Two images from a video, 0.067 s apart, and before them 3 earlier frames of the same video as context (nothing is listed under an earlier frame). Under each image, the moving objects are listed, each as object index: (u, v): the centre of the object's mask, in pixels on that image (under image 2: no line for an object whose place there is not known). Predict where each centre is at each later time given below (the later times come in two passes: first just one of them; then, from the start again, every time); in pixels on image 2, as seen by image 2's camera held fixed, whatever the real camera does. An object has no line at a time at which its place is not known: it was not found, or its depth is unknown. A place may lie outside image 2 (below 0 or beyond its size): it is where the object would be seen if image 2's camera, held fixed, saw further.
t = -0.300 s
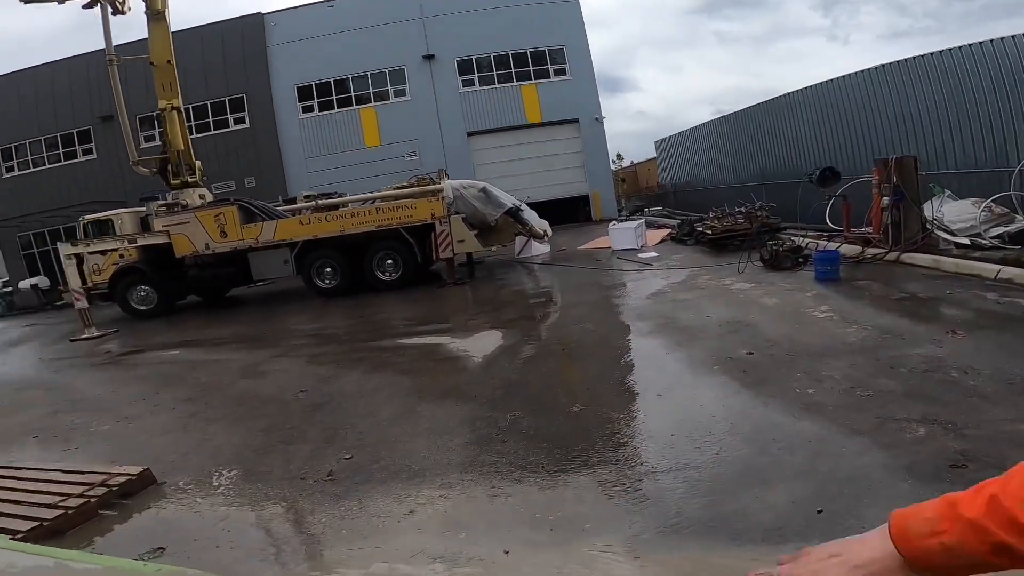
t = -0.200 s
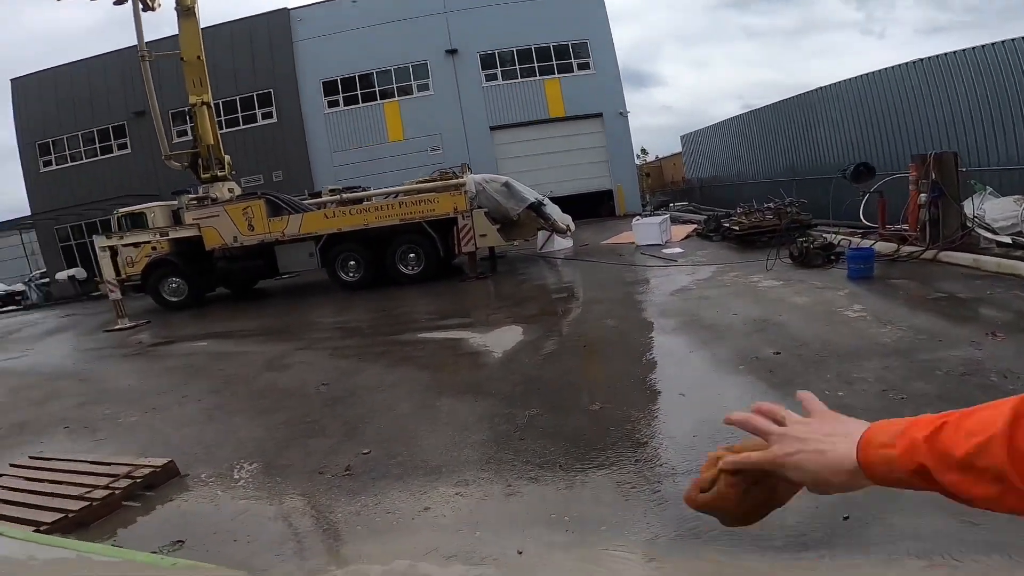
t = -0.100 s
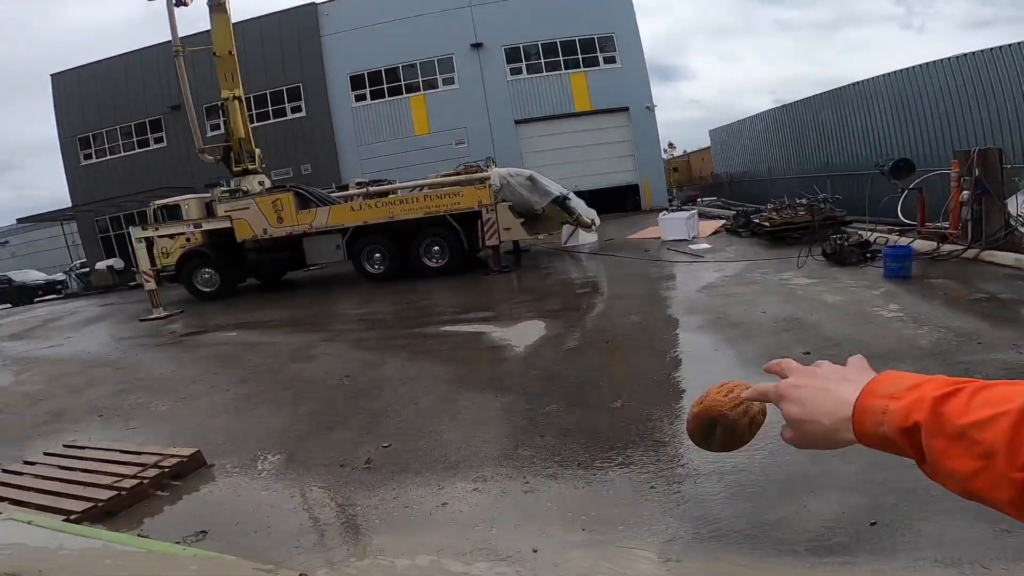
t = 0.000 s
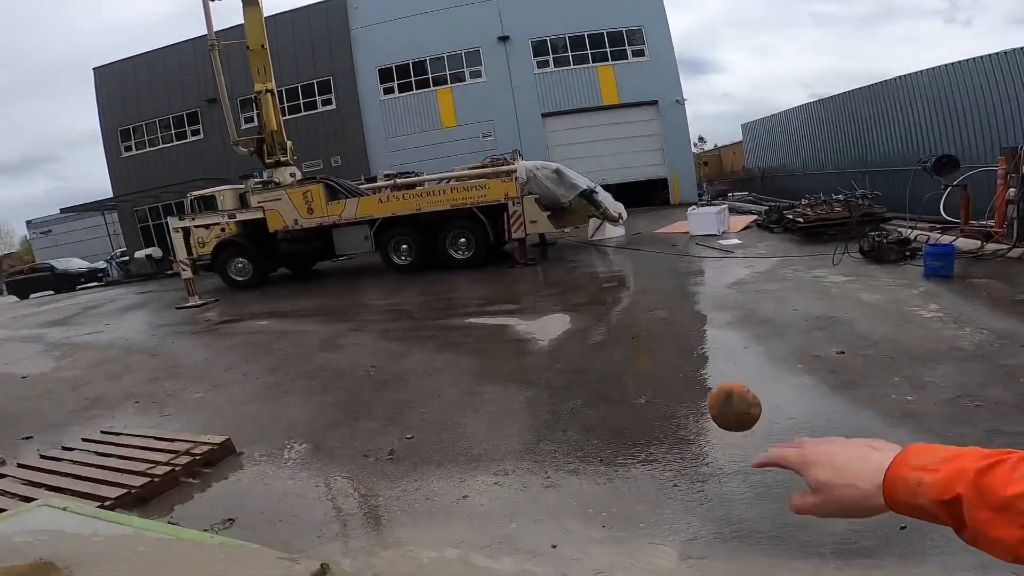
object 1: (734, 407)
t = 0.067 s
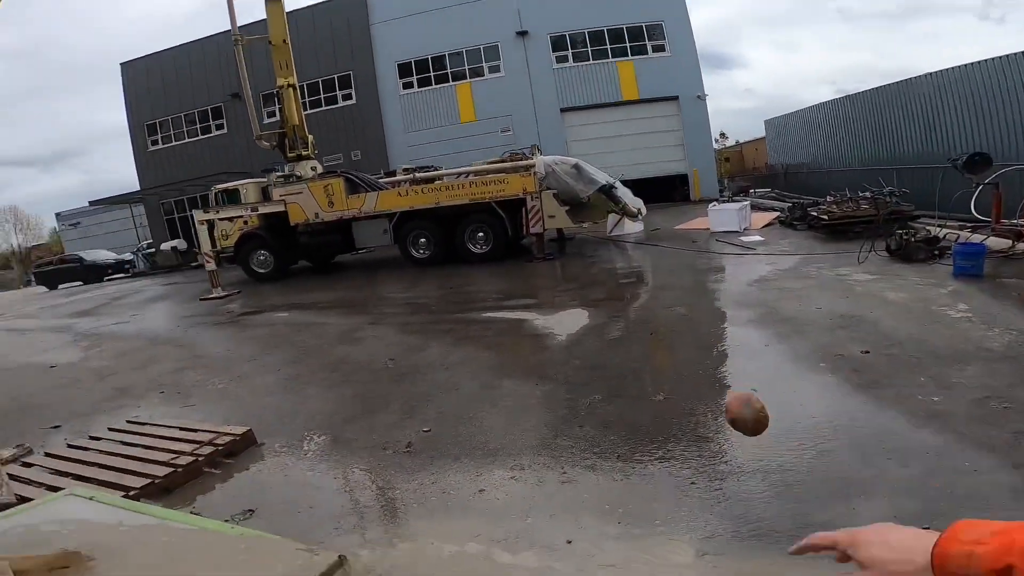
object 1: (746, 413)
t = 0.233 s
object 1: (731, 464)
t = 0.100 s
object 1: (744, 422)
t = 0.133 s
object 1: (741, 431)
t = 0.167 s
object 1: (738, 442)
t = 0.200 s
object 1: (734, 453)
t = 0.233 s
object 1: (731, 464)
